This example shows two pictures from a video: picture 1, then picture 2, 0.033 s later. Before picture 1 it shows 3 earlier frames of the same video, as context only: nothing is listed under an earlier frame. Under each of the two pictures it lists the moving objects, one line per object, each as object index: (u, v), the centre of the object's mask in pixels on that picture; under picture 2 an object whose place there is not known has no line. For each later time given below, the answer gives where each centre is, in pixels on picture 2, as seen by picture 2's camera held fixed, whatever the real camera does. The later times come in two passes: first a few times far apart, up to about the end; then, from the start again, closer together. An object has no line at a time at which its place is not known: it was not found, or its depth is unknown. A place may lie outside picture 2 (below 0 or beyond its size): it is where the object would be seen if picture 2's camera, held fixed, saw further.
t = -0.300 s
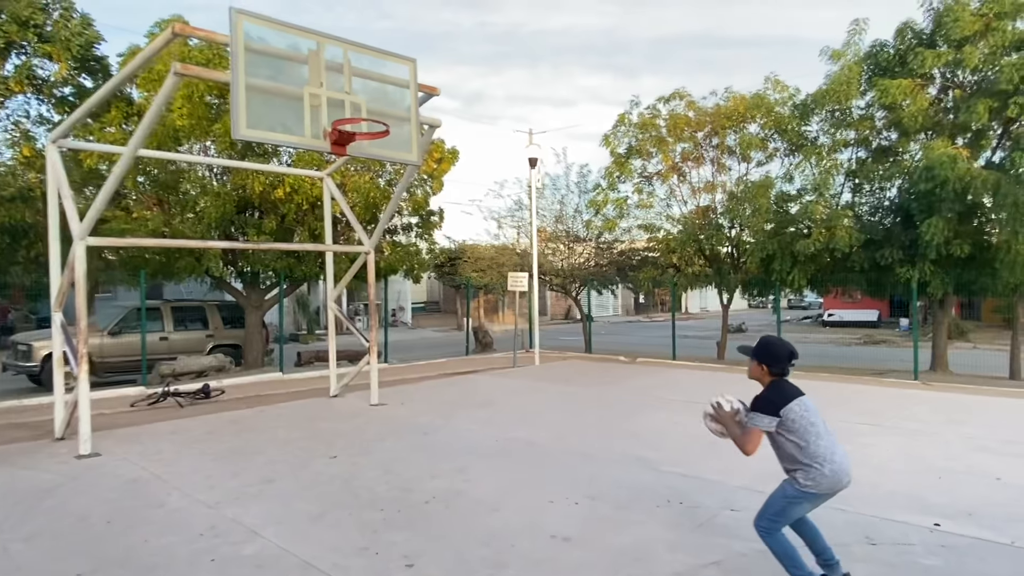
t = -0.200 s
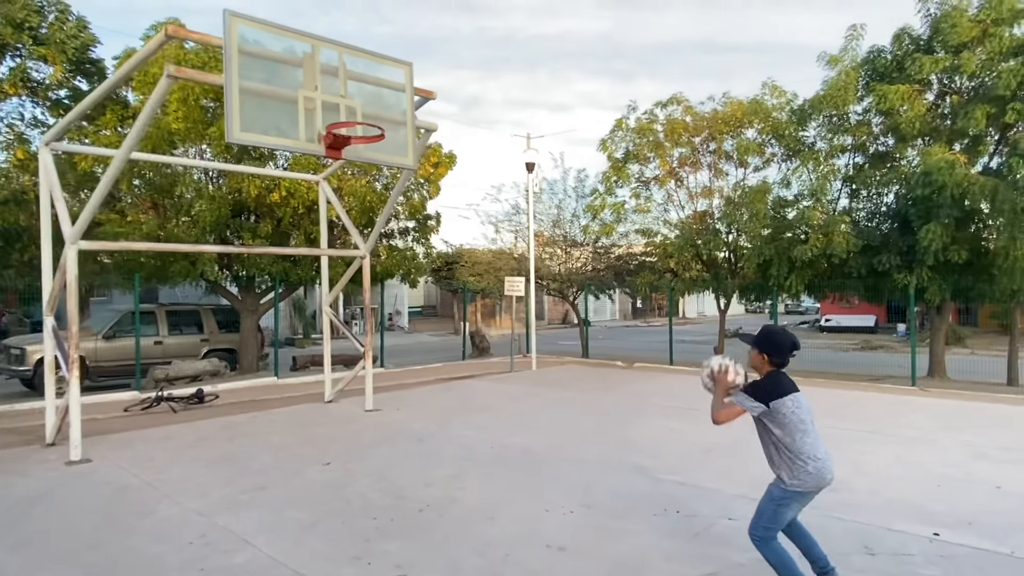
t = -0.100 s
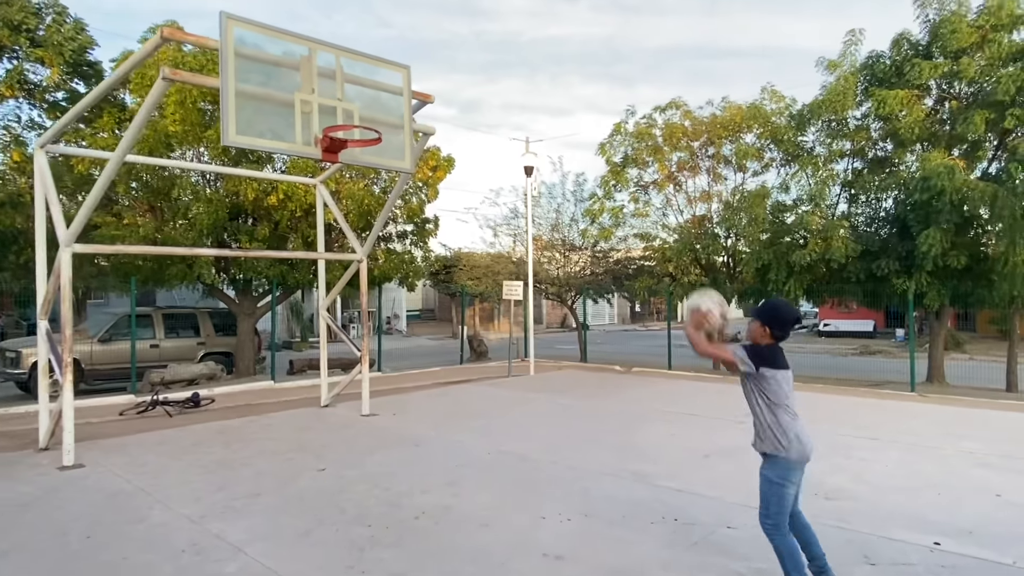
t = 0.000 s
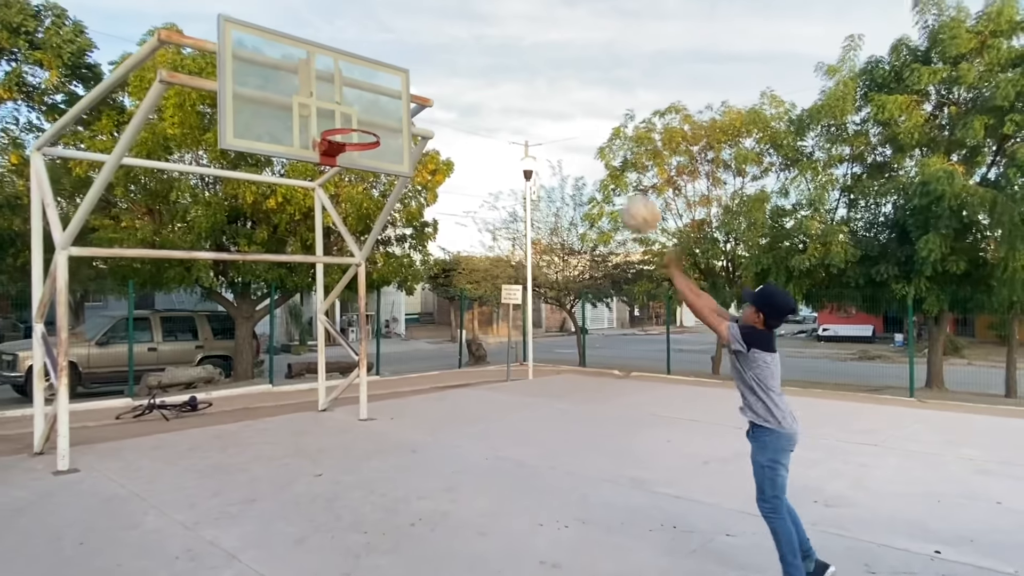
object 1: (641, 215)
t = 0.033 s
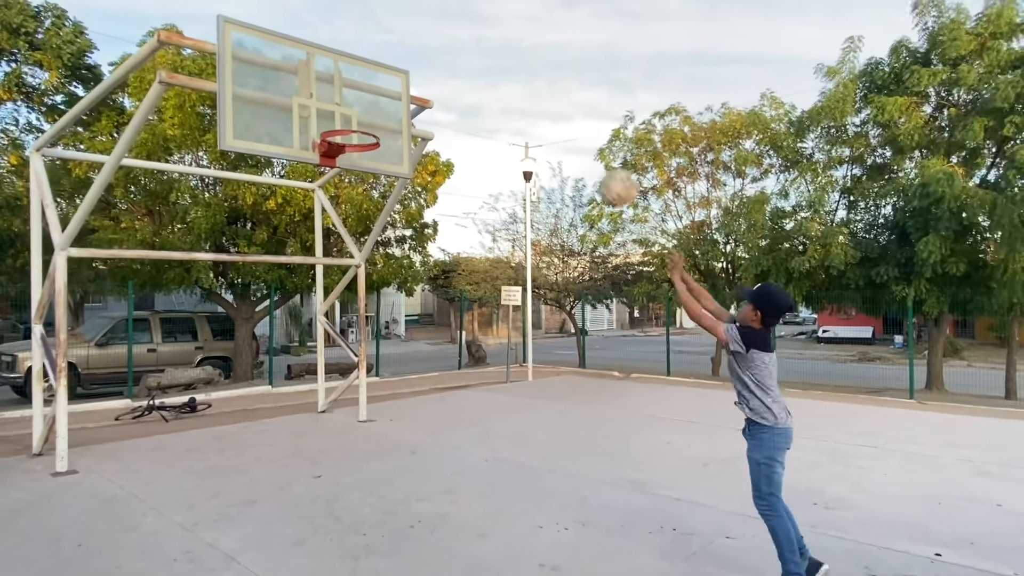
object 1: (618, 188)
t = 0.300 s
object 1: (483, 66)
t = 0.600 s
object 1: (383, 68)
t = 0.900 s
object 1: (363, 139)
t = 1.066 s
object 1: (335, 176)
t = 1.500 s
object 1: (240, 443)
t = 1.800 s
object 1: (179, 376)
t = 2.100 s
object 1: (121, 325)
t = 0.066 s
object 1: (599, 164)
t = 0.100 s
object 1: (579, 142)
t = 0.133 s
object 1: (561, 123)
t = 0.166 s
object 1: (543, 108)
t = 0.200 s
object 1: (527, 94)
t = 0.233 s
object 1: (512, 83)
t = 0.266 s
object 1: (497, 73)
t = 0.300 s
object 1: (483, 66)
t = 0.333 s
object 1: (469, 59)
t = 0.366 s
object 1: (457, 55)
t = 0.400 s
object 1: (445, 53)
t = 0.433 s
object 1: (433, 52)
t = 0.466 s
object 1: (422, 53)
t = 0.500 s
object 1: (411, 55)
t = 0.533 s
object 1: (401, 58)
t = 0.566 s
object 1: (392, 63)
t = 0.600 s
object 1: (383, 68)
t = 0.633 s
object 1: (373, 75)
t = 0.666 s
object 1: (365, 83)
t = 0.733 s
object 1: (349, 101)
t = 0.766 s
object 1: (341, 113)
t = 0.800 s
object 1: (343, 118)
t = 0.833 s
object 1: (349, 121)
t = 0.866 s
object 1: (356, 129)
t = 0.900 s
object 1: (363, 139)
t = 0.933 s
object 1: (363, 145)
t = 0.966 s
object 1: (356, 151)
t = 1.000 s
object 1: (349, 157)
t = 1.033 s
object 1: (341, 165)
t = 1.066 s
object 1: (335, 176)
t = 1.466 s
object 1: (247, 414)
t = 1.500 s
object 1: (240, 443)
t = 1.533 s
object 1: (234, 473)
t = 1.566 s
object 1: (227, 492)
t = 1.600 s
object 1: (220, 470)
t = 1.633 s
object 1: (212, 451)
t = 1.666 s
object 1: (206, 433)
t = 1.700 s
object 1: (199, 416)
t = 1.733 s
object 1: (193, 402)
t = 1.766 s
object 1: (186, 385)
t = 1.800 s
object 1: (179, 376)
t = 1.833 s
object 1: (173, 362)
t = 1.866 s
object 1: (167, 354)
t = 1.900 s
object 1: (161, 346)
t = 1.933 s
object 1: (154, 336)
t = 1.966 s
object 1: (148, 332)
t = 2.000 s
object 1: (142, 328)
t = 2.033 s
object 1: (135, 326)
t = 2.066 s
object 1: (128, 325)
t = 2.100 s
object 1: (121, 325)
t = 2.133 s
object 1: (114, 326)
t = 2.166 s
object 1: (107, 328)
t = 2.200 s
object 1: (100, 332)
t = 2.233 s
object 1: (92, 339)
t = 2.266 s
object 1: (87, 347)
